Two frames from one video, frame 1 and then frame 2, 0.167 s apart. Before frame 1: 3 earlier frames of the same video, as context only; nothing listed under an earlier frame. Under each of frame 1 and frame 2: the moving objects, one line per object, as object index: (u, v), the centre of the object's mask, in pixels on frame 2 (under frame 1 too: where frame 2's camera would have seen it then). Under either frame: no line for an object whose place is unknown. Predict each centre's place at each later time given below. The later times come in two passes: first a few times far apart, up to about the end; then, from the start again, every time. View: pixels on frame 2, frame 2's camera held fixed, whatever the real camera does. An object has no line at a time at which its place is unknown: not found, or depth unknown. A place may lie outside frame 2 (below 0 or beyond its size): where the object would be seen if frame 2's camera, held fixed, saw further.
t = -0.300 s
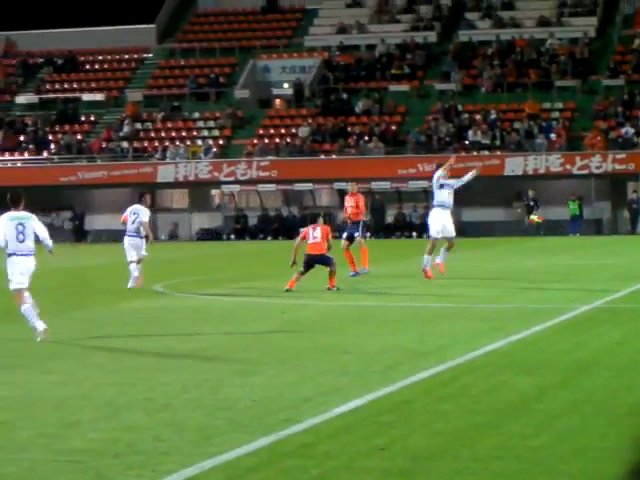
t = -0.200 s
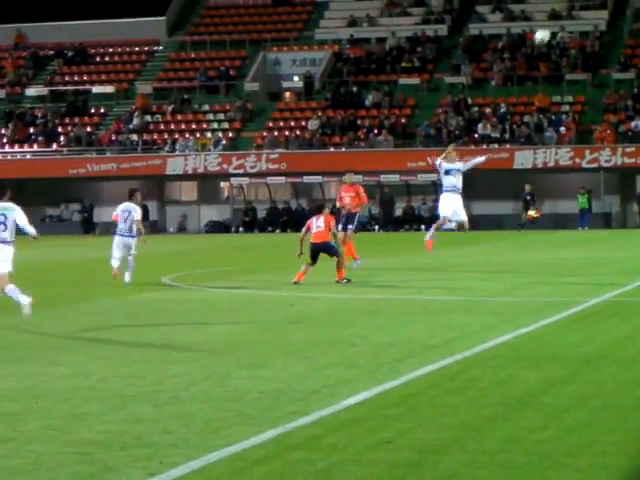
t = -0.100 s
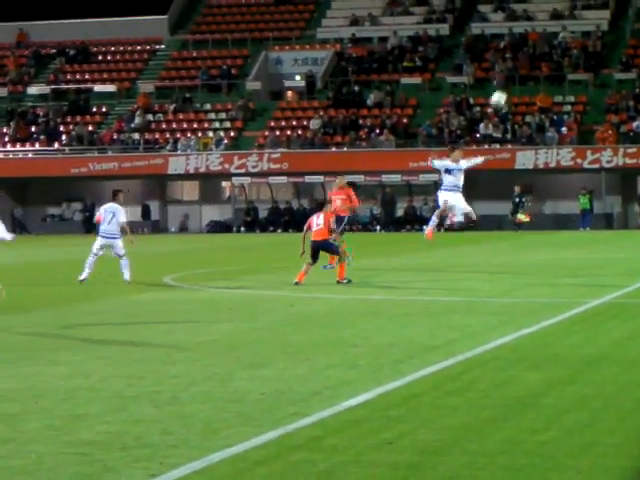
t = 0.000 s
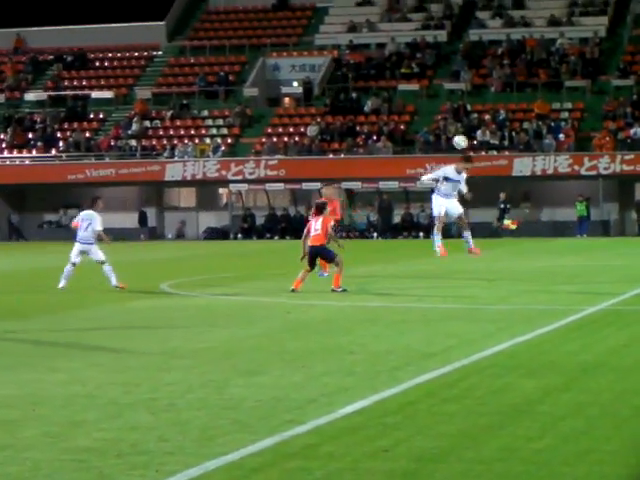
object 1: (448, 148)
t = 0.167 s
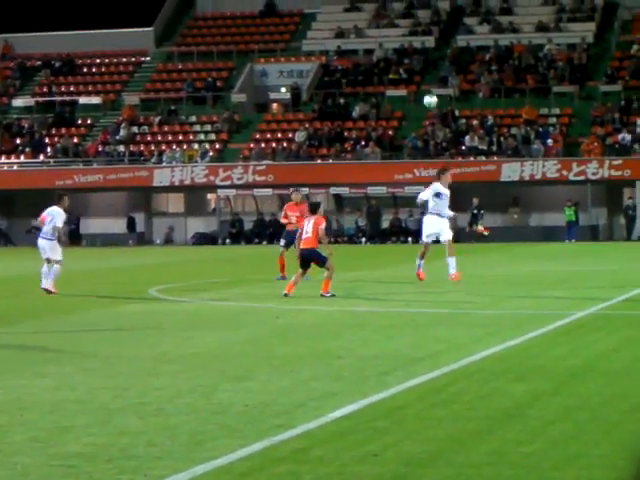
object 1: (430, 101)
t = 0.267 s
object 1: (419, 81)
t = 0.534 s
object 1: (394, 61)
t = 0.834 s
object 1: (367, 84)
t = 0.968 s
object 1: (356, 109)
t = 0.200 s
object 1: (427, 93)
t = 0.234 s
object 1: (422, 86)
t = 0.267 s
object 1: (419, 81)
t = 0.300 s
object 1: (417, 77)
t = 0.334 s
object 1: (413, 72)
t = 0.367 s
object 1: (410, 69)
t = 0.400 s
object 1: (407, 66)
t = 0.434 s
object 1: (404, 64)
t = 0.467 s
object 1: (400, 62)
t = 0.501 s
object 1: (397, 61)
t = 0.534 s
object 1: (394, 61)
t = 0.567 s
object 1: (390, 61)
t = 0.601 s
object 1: (388, 62)
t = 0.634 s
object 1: (385, 63)
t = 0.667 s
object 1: (381, 65)
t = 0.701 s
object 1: (378, 67)
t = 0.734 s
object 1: (376, 71)
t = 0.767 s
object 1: (373, 75)
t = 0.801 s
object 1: (370, 79)
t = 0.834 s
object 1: (367, 84)
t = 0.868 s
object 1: (364, 89)
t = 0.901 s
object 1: (361, 95)
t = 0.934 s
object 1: (358, 101)
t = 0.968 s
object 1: (356, 109)
